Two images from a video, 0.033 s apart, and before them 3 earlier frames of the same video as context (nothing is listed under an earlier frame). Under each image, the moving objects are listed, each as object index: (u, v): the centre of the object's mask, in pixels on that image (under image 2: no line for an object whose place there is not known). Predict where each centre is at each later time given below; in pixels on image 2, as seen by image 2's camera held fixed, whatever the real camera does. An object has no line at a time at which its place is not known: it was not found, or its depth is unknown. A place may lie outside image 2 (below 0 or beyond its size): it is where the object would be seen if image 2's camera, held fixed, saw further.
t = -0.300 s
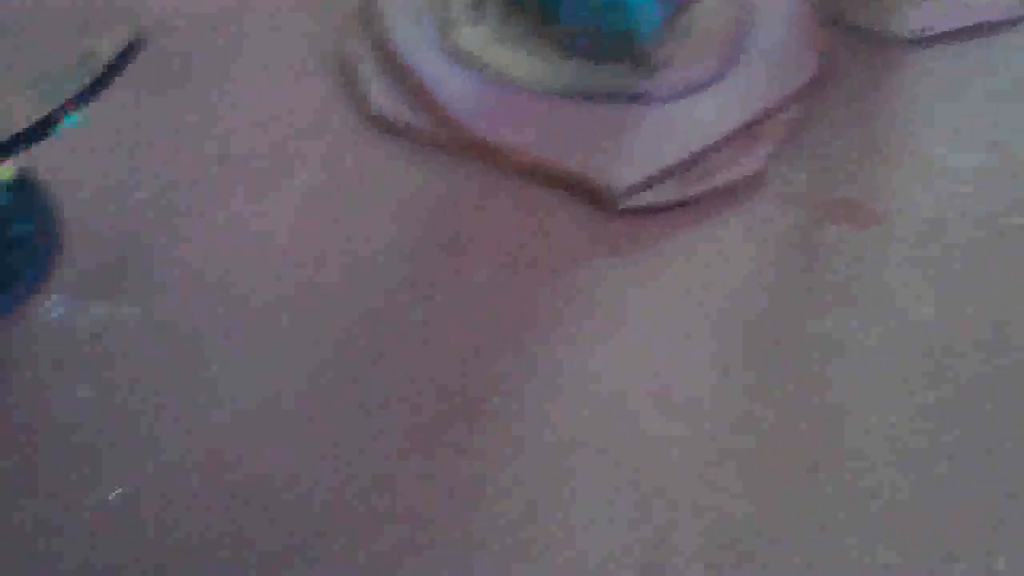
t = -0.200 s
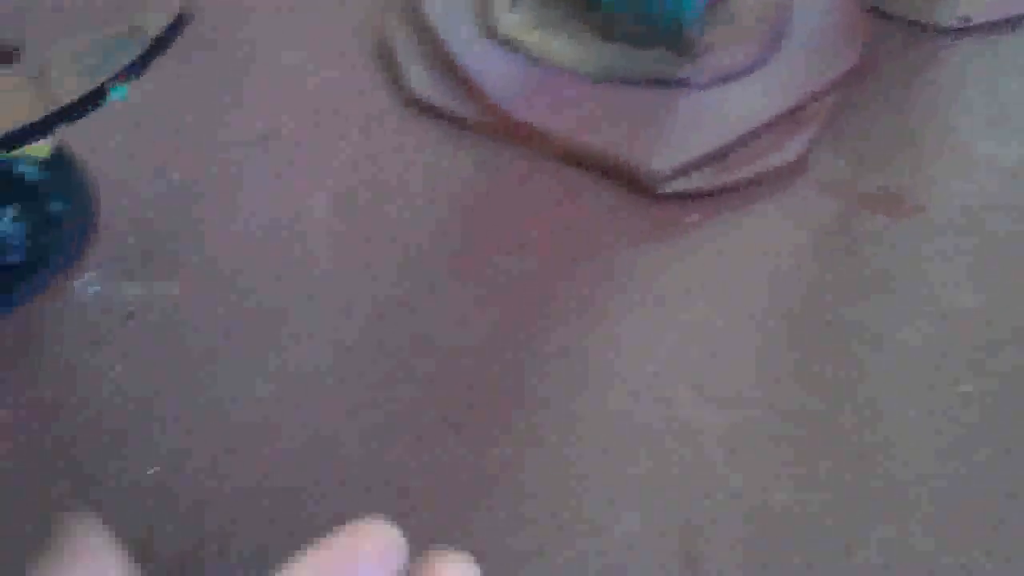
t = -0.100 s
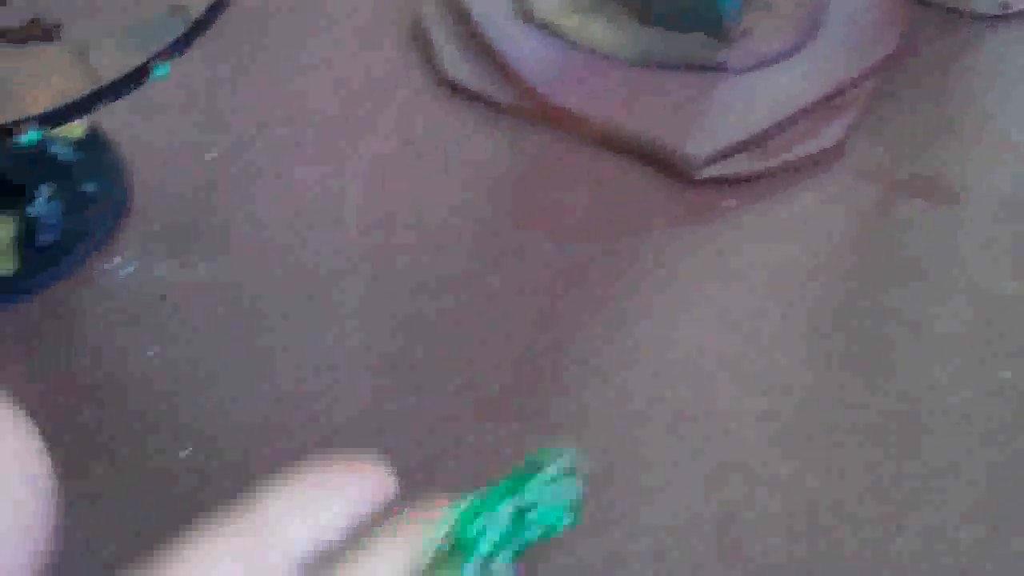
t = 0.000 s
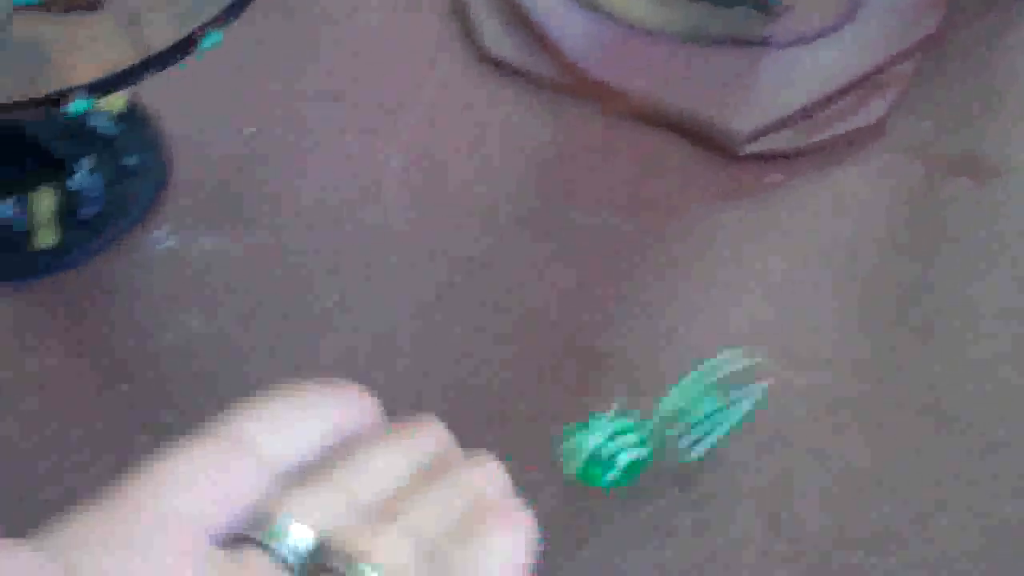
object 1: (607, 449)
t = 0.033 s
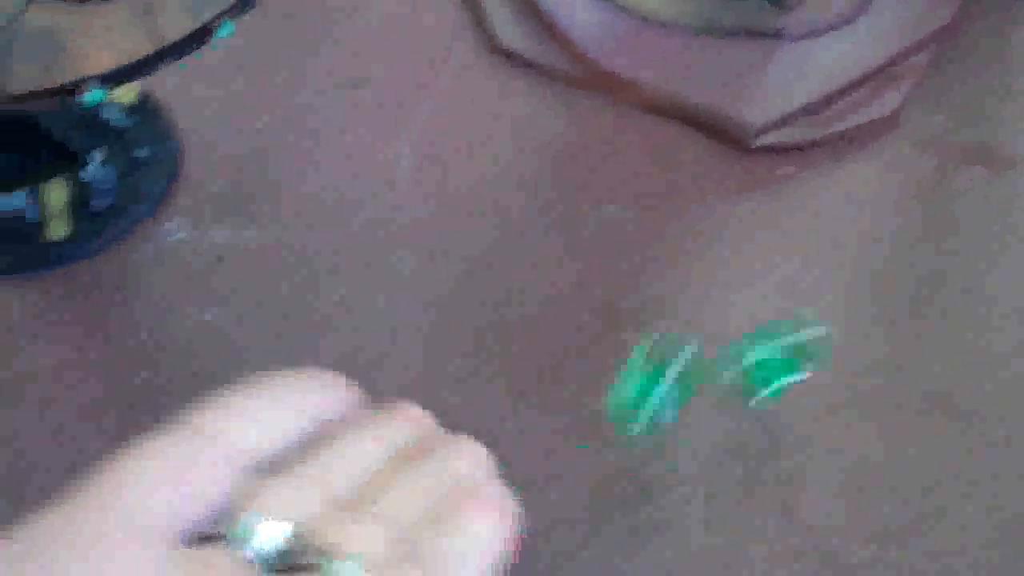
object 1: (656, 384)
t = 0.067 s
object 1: (678, 342)
